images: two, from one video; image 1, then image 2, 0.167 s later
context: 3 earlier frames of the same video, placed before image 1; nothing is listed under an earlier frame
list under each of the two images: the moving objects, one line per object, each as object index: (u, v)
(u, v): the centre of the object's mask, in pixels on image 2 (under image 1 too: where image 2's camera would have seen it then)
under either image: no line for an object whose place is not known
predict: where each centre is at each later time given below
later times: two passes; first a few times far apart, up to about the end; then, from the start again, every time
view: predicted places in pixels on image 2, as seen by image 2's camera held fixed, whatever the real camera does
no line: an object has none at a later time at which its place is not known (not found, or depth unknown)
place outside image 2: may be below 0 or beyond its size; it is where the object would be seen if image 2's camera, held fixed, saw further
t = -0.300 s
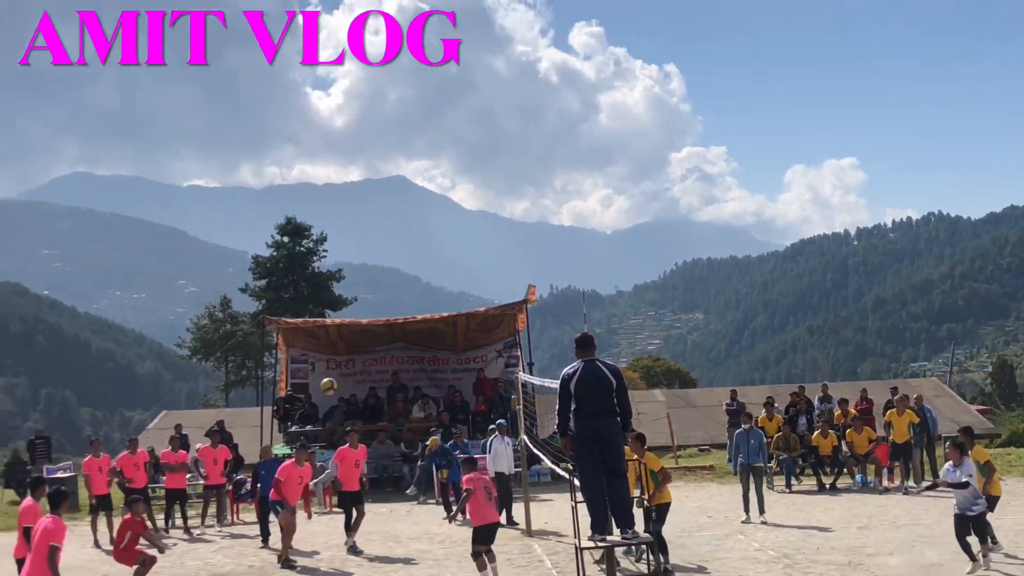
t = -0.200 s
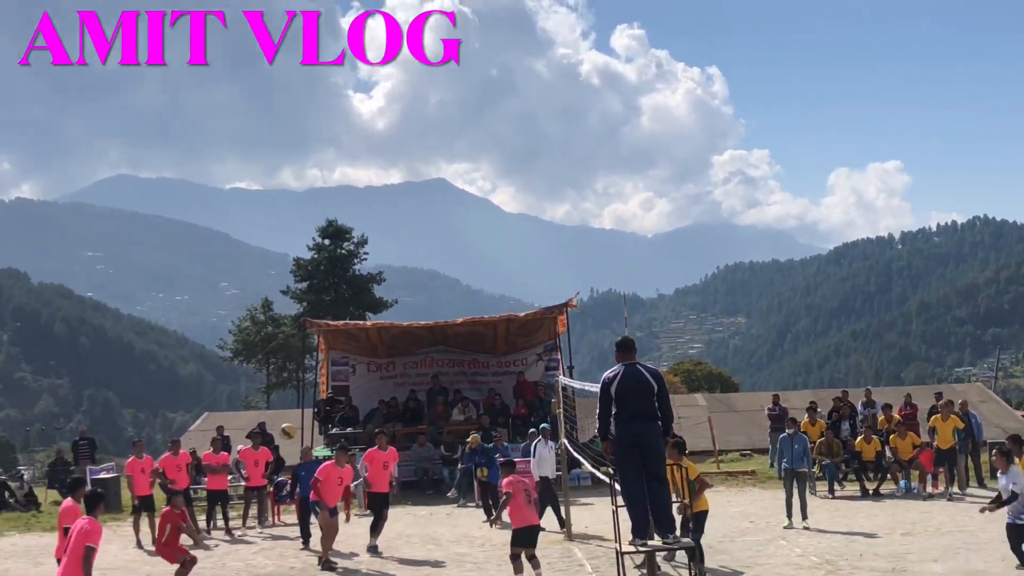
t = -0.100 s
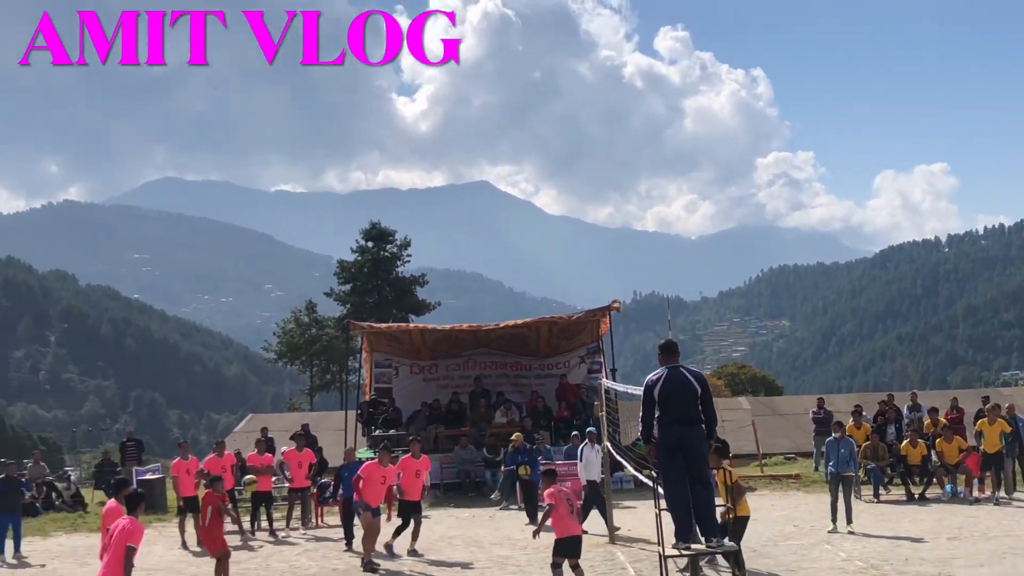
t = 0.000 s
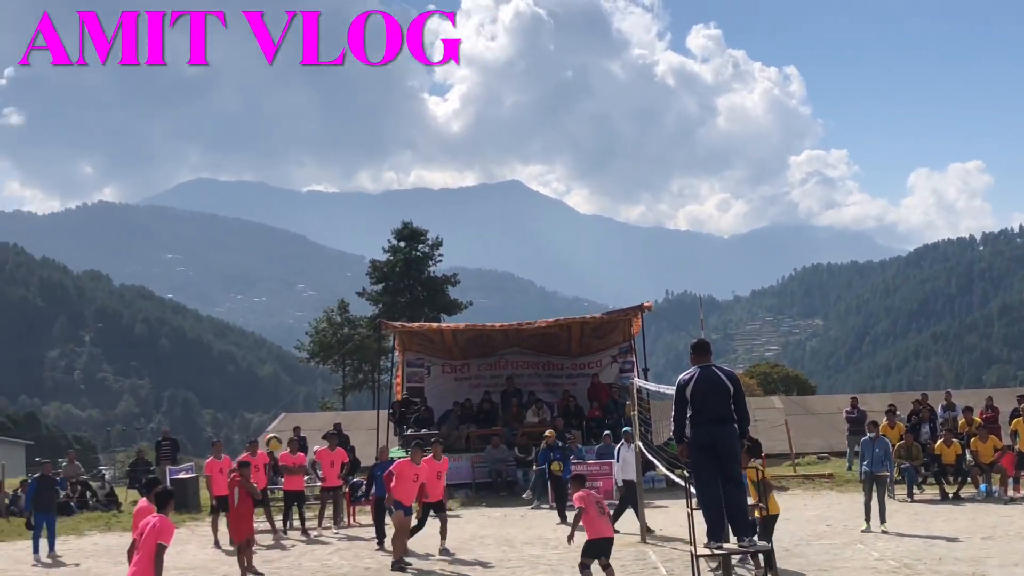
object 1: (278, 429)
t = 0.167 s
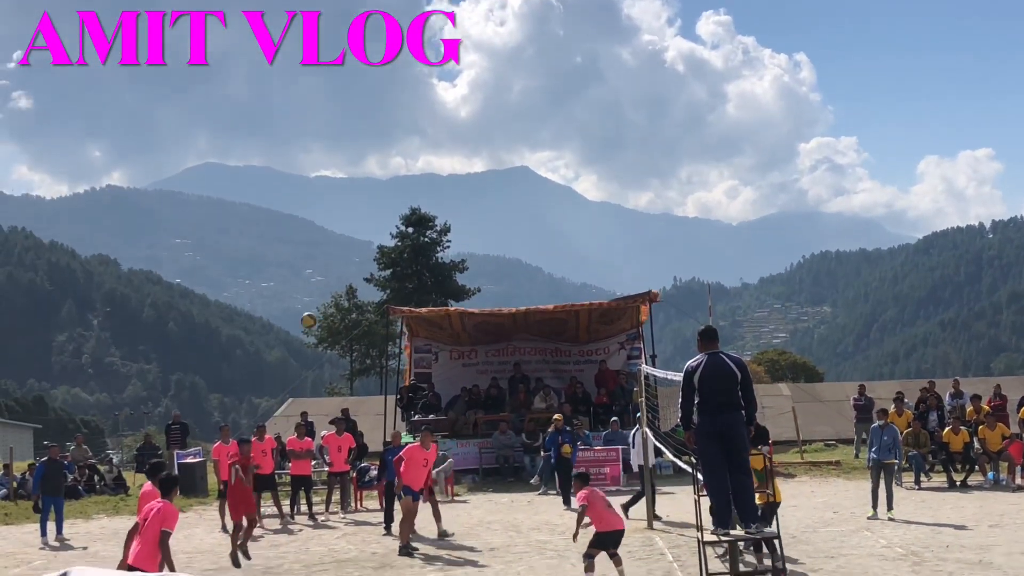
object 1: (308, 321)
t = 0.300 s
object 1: (331, 248)
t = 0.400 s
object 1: (347, 200)
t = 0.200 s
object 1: (314, 301)
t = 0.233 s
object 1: (320, 283)
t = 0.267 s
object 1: (326, 264)
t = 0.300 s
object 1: (331, 248)
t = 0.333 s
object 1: (336, 231)
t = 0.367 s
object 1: (341, 215)
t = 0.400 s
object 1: (347, 200)
